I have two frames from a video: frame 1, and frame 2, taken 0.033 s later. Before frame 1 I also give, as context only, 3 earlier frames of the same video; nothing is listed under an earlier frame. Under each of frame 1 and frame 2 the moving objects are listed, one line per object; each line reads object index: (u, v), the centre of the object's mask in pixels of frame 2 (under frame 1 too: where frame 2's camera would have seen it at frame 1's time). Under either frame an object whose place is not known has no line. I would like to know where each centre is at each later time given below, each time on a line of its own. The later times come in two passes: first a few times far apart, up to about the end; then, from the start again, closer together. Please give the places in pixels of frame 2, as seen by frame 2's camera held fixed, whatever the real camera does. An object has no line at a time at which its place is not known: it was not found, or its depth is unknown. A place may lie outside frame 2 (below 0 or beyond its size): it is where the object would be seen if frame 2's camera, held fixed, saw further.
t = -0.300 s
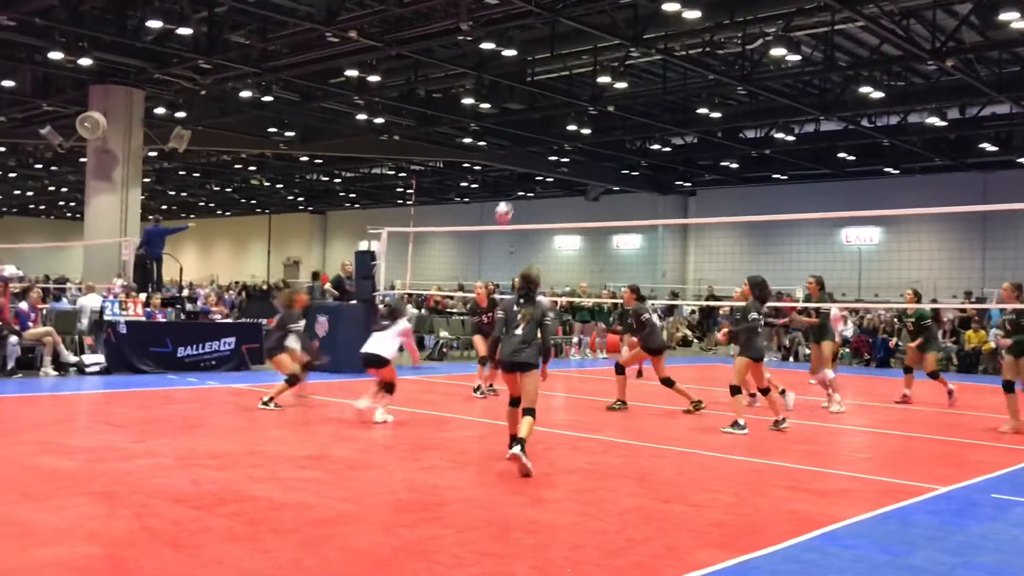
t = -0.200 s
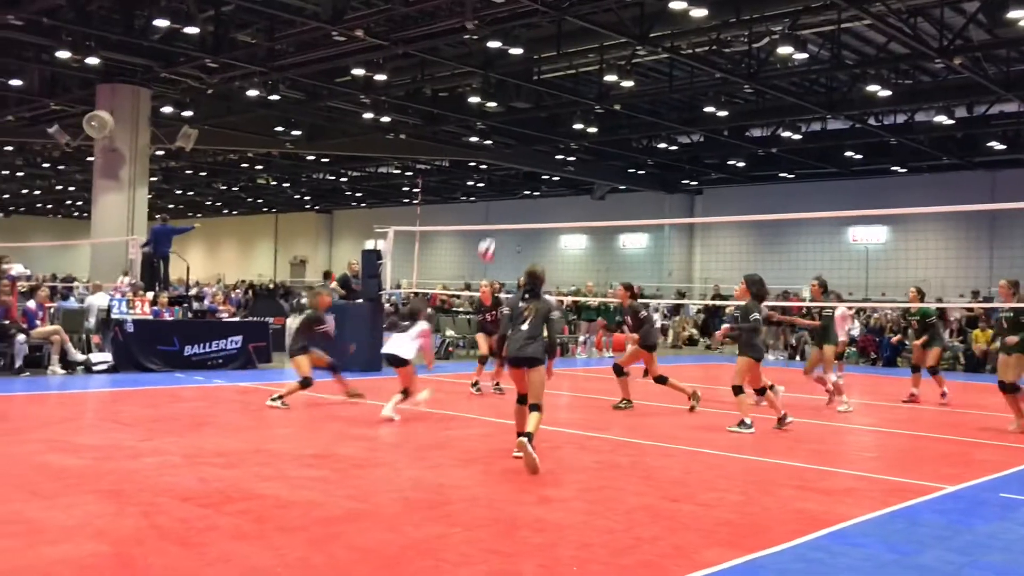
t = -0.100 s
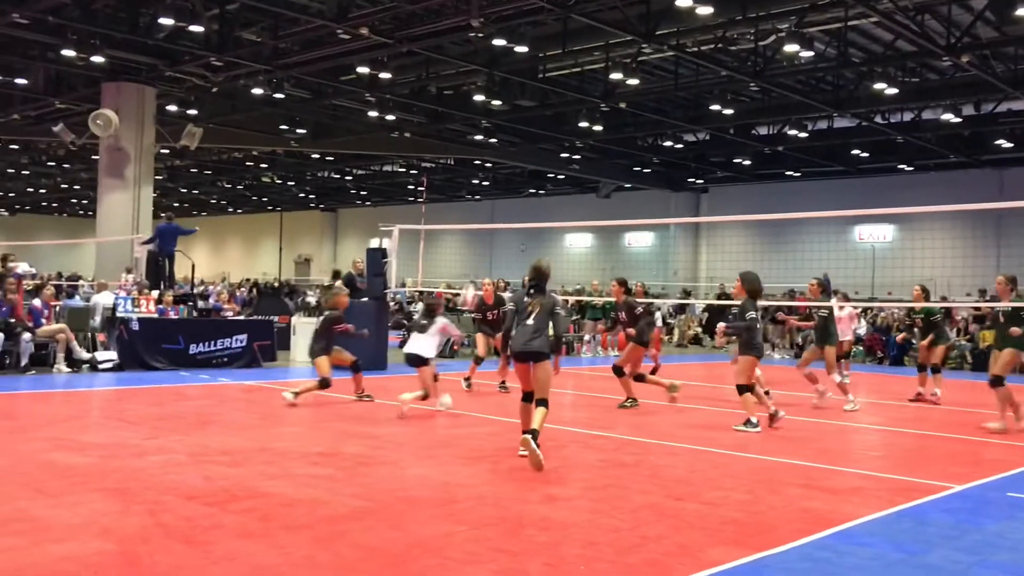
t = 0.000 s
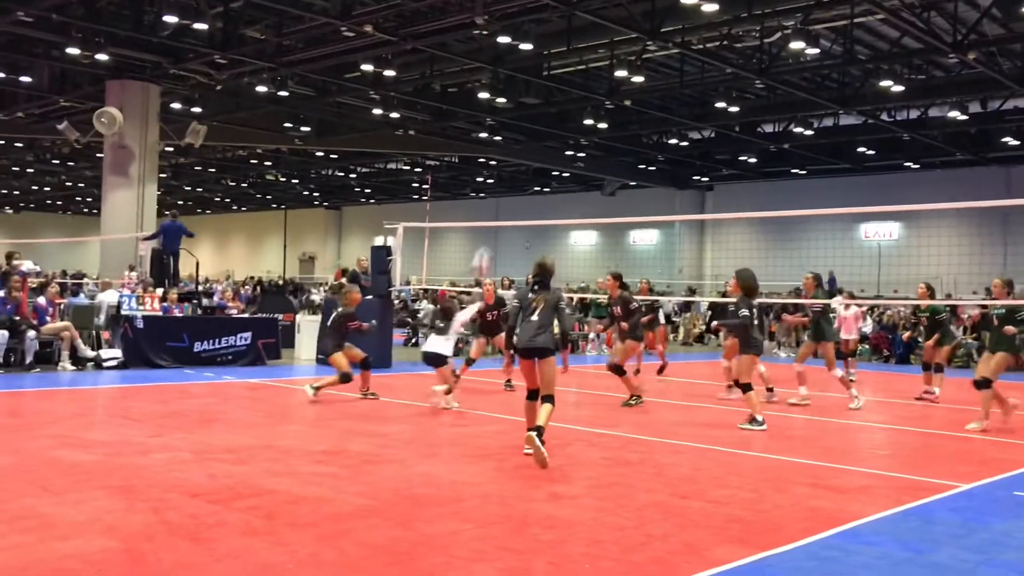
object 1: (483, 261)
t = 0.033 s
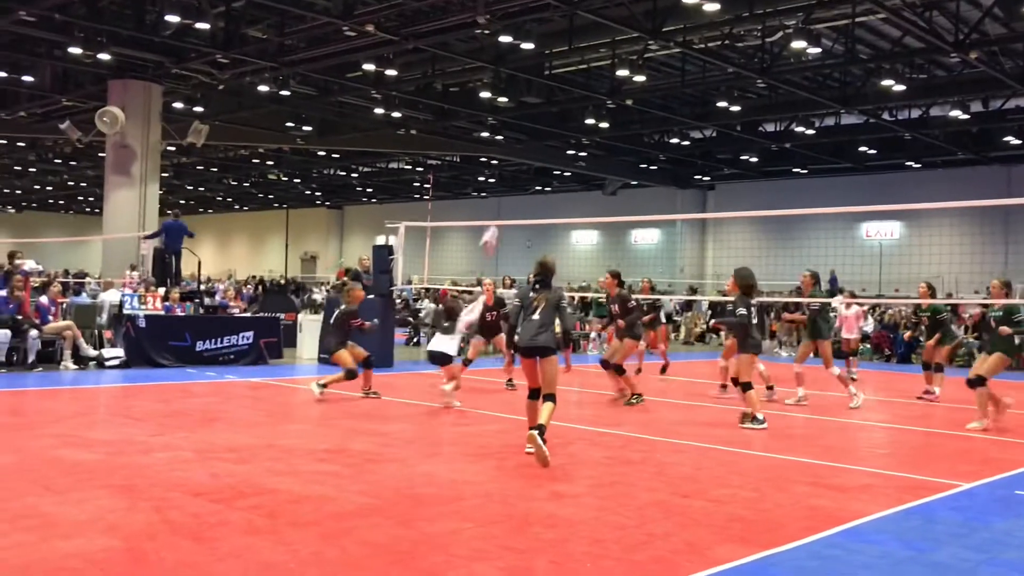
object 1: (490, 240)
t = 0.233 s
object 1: (530, 131)
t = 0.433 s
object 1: (567, 58)
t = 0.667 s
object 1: (607, 21)
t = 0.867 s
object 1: (639, 27)
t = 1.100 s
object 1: (675, 80)
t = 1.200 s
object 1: (689, 118)
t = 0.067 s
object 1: (497, 216)
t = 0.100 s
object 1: (504, 199)
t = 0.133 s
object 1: (510, 181)
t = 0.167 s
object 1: (517, 163)
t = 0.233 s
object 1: (530, 131)
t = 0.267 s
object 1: (536, 116)
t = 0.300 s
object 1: (542, 103)
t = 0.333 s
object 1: (549, 90)
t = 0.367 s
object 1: (555, 79)
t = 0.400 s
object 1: (561, 68)
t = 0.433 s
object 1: (567, 58)
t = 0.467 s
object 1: (573, 50)
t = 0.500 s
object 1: (579, 43)
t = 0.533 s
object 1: (584, 37)
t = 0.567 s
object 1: (590, 31)
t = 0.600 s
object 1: (596, 27)
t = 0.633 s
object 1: (602, 23)
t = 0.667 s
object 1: (607, 21)
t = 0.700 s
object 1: (612, 20)
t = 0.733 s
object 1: (618, 20)
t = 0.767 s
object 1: (624, 20)
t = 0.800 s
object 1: (629, 22)
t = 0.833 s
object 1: (634, 24)
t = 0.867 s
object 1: (639, 27)
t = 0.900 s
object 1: (645, 32)
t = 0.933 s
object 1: (649, 37)
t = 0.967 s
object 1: (655, 44)
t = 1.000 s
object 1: (660, 52)
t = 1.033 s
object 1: (665, 60)
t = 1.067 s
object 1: (670, 69)
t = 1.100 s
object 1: (675, 80)
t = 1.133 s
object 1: (680, 91)
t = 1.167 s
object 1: (685, 104)
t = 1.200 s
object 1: (689, 118)
